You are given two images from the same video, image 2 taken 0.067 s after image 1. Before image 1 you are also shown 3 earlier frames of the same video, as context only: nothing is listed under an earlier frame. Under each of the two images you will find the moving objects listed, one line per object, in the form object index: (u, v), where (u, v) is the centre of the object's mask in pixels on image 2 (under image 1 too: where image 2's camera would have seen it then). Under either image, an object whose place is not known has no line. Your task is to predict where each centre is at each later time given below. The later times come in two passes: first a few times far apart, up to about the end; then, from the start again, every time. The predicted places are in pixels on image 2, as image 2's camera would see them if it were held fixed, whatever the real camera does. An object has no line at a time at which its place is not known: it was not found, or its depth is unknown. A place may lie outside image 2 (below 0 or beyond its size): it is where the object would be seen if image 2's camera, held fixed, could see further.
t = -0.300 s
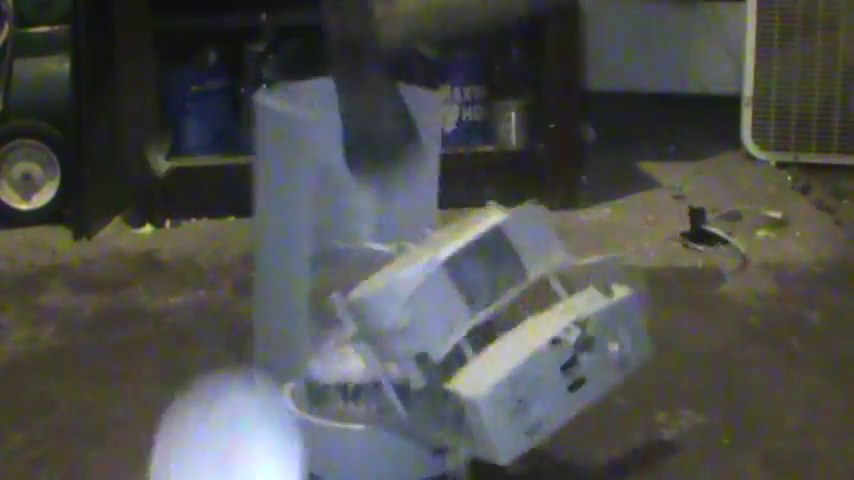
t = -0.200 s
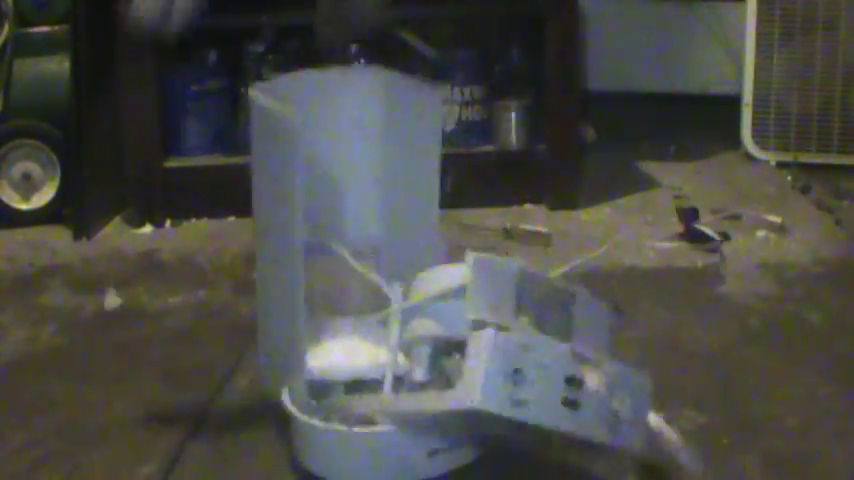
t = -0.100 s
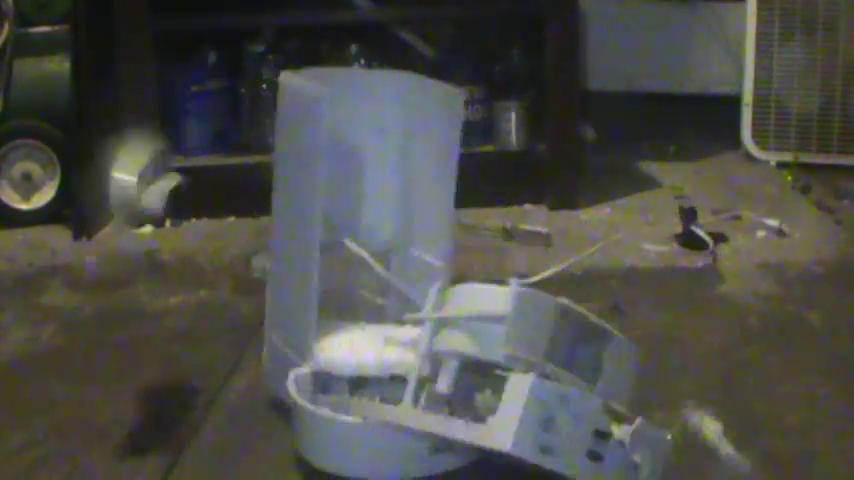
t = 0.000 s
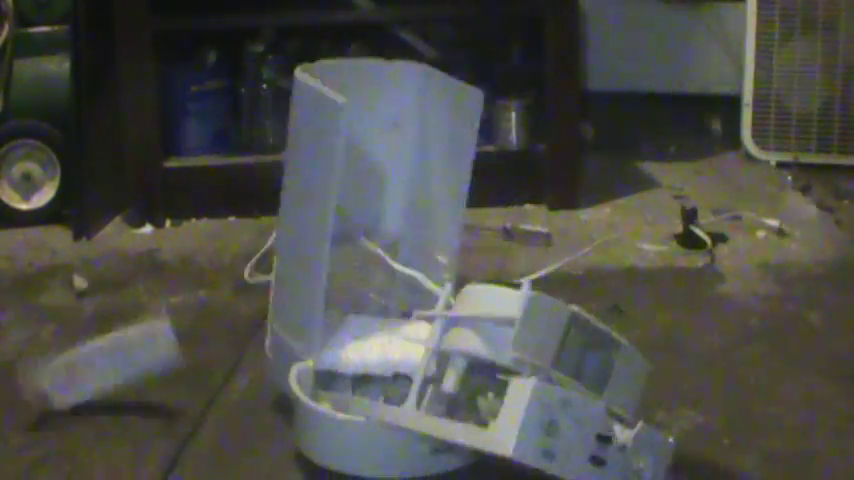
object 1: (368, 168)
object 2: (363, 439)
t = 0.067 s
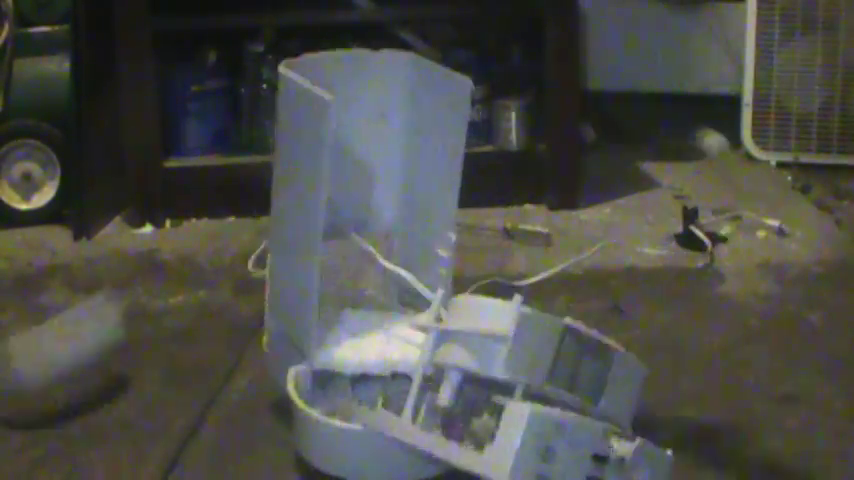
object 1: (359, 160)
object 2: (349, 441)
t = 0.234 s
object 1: (372, 143)
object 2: (335, 436)
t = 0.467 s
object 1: (372, 145)
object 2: (331, 433)
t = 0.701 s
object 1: (377, 145)
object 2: (337, 434)
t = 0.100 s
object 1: (357, 161)
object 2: (344, 442)
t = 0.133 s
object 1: (357, 162)
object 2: (342, 442)
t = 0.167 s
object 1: (361, 162)
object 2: (339, 440)
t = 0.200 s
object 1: (369, 155)
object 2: (337, 438)
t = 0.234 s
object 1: (372, 143)
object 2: (335, 436)
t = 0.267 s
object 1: (378, 147)
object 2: (333, 433)
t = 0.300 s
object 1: (378, 147)
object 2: (330, 432)
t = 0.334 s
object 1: (376, 146)
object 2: (330, 432)
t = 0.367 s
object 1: (374, 145)
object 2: (329, 432)
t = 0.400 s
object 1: (373, 145)
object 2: (329, 432)
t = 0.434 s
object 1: (371, 143)
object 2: (329, 432)
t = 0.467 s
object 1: (372, 145)
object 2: (331, 433)
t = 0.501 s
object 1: (374, 147)
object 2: (331, 433)
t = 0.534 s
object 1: (375, 147)
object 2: (332, 433)
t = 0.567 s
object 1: (373, 142)
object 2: (334, 434)
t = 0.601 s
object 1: (373, 143)
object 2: (335, 434)
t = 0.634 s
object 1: (373, 145)
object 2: (336, 434)
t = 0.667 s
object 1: (376, 143)
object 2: (336, 433)
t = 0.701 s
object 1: (377, 145)
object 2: (337, 434)
